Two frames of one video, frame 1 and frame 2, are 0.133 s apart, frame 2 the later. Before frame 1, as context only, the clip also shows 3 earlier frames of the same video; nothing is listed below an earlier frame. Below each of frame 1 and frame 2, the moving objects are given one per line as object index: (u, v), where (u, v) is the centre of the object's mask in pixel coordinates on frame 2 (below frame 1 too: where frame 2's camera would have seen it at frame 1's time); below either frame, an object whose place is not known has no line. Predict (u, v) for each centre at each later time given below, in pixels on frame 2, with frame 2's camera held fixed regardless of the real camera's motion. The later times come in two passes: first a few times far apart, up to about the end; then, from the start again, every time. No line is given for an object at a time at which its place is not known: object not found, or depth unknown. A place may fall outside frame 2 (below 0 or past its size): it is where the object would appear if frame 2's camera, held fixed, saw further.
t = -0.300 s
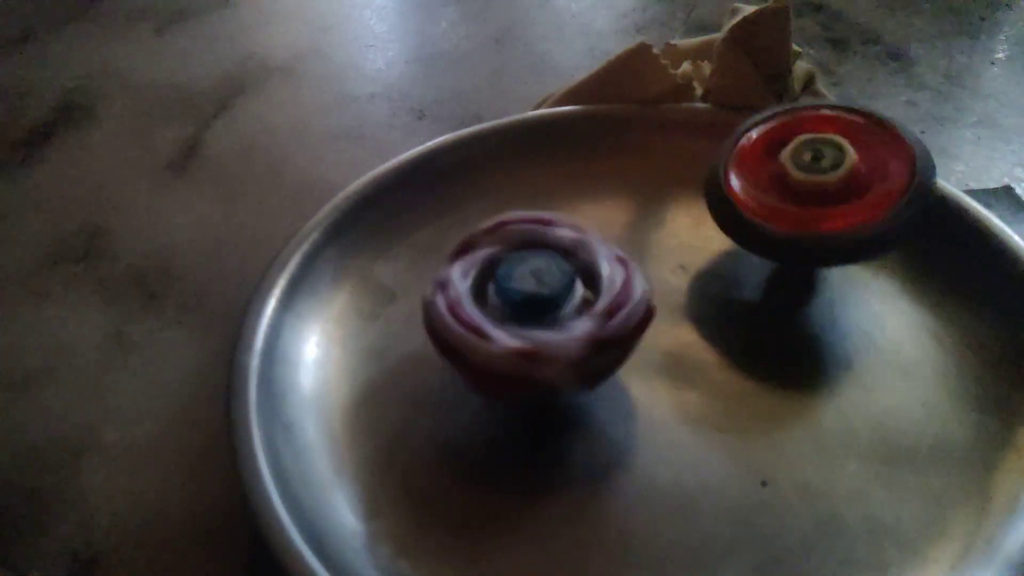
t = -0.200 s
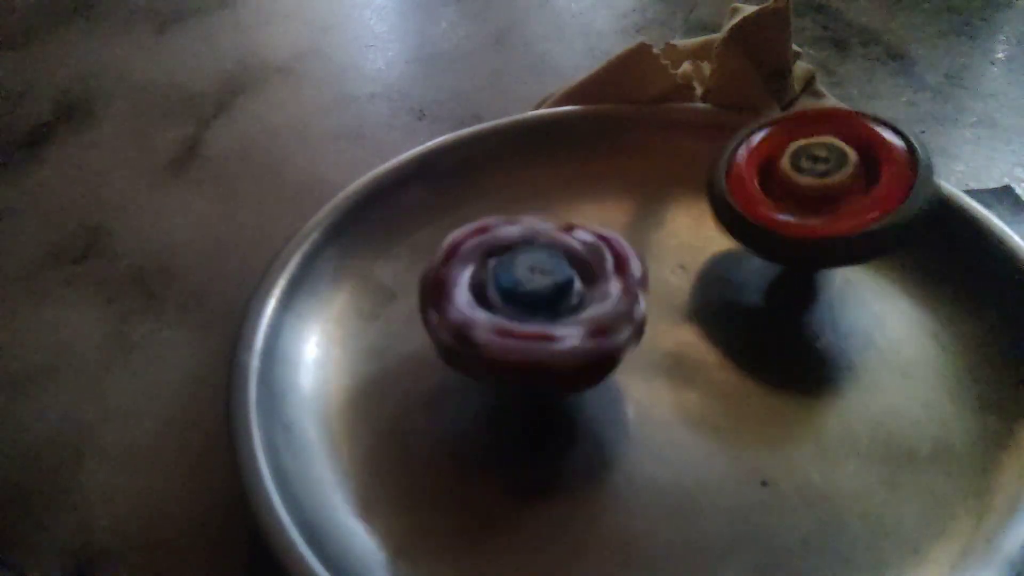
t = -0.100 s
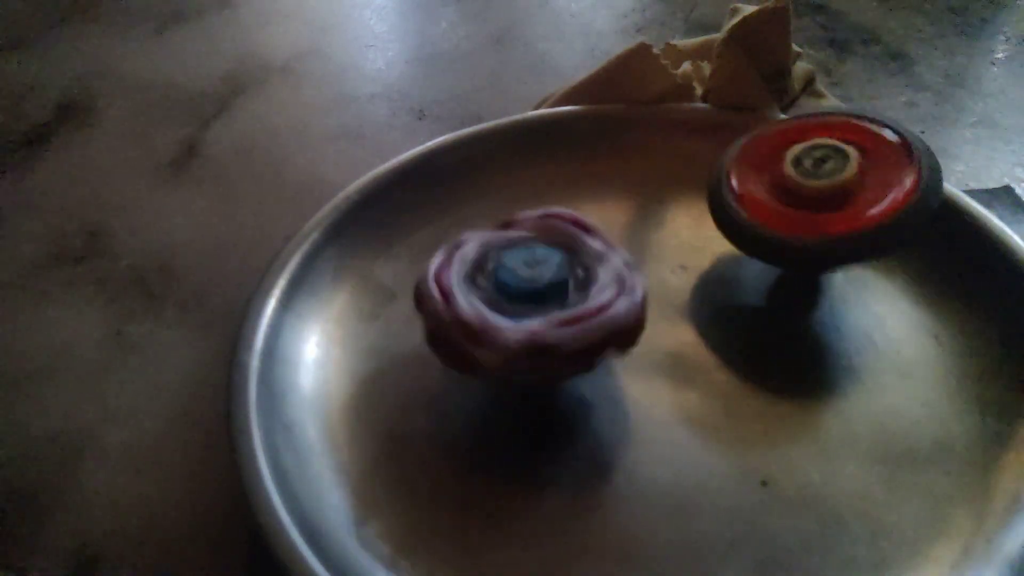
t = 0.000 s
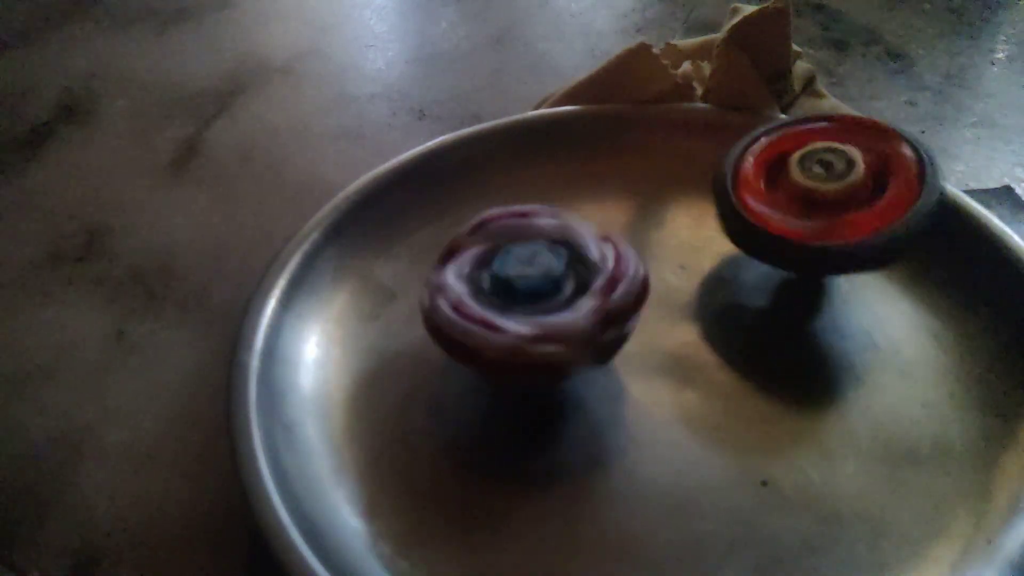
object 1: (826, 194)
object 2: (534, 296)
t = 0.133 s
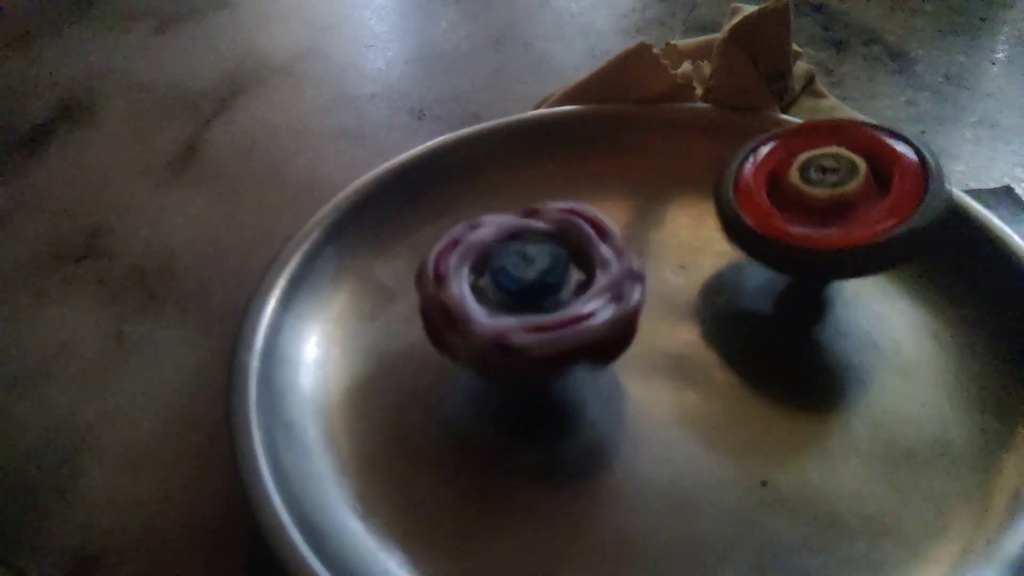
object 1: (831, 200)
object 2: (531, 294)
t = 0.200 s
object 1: (833, 202)
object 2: (531, 296)
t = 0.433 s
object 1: (839, 210)
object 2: (530, 286)
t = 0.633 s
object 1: (843, 217)
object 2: (532, 279)
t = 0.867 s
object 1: (846, 227)
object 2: (534, 268)
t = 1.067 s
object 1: (850, 236)
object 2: (539, 265)
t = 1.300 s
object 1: (852, 246)
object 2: (542, 261)
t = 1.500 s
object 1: (853, 256)
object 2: (546, 252)
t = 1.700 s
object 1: (852, 264)
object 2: (553, 244)
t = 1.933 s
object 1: (849, 274)
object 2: (561, 241)
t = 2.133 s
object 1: (847, 284)
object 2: (567, 232)
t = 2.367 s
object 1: (840, 294)
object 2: (574, 229)
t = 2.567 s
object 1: (833, 305)
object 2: (584, 223)
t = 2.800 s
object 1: (825, 314)
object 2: (599, 219)
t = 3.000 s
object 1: (818, 321)
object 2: (609, 220)
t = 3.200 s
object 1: (807, 331)
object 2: (618, 215)
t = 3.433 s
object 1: (794, 341)
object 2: (630, 215)
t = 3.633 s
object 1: (788, 352)
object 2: (642, 211)
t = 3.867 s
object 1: (800, 390)
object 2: (641, 195)
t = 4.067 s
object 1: (803, 416)
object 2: (640, 187)
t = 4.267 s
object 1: (799, 436)
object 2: (640, 183)
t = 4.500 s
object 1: (787, 449)
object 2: (643, 173)
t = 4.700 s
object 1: (773, 457)
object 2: (644, 166)
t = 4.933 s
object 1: (755, 467)
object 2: (643, 160)
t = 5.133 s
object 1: (741, 472)
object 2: (645, 154)
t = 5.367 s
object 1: (722, 476)
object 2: (648, 145)
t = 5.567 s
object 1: (707, 480)
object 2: (653, 142)
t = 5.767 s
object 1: (690, 481)
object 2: (657, 138)
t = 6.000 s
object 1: (666, 484)
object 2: (664, 137)
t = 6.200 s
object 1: (649, 484)
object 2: (674, 134)
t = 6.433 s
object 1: (627, 484)
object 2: (682, 138)
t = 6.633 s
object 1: (610, 483)
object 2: (686, 140)
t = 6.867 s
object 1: (587, 480)
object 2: (689, 148)
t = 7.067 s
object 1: (568, 478)
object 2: (689, 148)
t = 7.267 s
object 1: (553, 472)
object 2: (690, 159)
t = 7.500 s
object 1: (534, 464)
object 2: (691, 157)
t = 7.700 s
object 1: (520, 458)
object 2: (688, 160)
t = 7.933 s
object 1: (504, 448)
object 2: (689, 165)
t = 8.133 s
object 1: (490, 439)
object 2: (690, 170)
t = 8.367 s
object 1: (480, 424)
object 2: (690, 176)
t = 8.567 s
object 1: (472, 412)
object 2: (690, 184)
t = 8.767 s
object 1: (463, 403)
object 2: (691, 197)
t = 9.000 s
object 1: (456, 391)
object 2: (690, 200)
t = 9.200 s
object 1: (450, 378)
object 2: (688, 209)
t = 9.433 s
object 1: (450, 365)
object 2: (689, 221)
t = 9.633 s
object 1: (450, 354)
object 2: (684, 231)
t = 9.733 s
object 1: (448, 348)
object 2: (688, 233)
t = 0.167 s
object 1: (831, 201)
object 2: (530, 296)
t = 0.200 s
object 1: (833, 202)
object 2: (531, 296)
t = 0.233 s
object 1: (832, 202)
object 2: (533, 295)
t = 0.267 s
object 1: (834, 203)
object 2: (535, 293)
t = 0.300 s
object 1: (835, 205)
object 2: (534, 289)
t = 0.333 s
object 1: (834, 206)
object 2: (534, 288)
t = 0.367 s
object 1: (837, 208)
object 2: (532, 287)
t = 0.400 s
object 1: (837, 208)
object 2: (530, 286)
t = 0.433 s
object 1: (839, 210)
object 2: (530, 286)
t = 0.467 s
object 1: (840, 212)
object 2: (530, 286)
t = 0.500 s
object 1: (839, 213)
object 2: (531, 286)
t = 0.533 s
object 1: (840, 213)
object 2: (533, 284)
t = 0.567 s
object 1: (841, 214)
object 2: (532, 281)
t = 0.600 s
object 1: (842, 215)
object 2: (533, 280)
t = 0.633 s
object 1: (843, 217)
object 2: (532, 279)
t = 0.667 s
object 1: (843, 219)
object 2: (529, 278)
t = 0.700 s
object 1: (844, 220)
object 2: (530, 277)
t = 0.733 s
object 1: (845, 221)
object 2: (531, 276)
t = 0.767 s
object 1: (846, 223)
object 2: (533, 276)
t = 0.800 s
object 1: (847, 225)
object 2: (535, 275)
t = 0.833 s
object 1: (846, 226)
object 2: (536, 271)
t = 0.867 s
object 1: (846, 227)
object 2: (534, 268)
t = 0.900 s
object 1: (847, 228)
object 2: (535, 271)
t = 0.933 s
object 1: (848, 230)
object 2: (534, 265)
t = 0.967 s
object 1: (848, 230)
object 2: (533, 266)
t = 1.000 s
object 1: (849, 233)
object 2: (535, 266)
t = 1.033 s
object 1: (849, 235)
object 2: (537, 266)
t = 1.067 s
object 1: (850, 236)
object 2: (539, 265)
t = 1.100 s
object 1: (851, 237)
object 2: (541, 261)
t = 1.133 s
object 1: (852, 239)
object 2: (541, 261)
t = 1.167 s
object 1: (851, 240)
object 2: (542, 262)
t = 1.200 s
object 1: (851, 242)
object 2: (540, 264)
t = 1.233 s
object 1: (851, 243)
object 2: (539, 262)
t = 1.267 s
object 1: (852, 243)
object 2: (541, 261)
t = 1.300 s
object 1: (852, 246)
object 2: (542, 261)
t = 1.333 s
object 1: (853, 247)
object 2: (544, 260)
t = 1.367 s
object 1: (852, 249)
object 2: (547, 257)
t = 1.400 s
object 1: (853, 251)
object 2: (547, 252)
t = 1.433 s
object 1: (854, 251)
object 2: (547, 252)
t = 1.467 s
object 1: (854, 254)
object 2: (546, 254)
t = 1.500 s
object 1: (853, 256)
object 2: (546, 252)
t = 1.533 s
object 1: (852, 257)
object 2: (546, 250)
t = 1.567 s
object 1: (852, 258)
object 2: (548, 250)
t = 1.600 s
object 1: (853, 258)
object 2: (550, 250)
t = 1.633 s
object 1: (853, 260)
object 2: (552, 248)
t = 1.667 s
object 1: (854, 262)
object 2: (553, 246)
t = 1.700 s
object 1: (852, 264)
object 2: (553, 244)
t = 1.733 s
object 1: (852, 266)
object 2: (553, 245)
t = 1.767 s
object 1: (852, 267)
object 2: (553, 243)
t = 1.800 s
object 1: (852, 269)
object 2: (551, 245)
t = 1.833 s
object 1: (852, 271)
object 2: (554, 244)
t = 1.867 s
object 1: (850, 272)
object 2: (556, 244)
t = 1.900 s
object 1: (849, 274)
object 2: (558, 243)
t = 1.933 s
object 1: (849, 274)
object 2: (561, 241)
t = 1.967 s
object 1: (850, 275)
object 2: (562, 236)
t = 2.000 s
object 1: (850, 277)
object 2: (562, 236)
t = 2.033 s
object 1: (848, 280)
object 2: (563, 235)
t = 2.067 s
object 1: (847, 282)
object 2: (564, 234)
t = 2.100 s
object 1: (847, 283)
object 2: (565, 233)
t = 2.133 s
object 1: (847, 284)
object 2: (567, 232)
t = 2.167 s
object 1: (846, 286)
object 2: (569, 234)
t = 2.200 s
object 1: (844, 288)
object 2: (570, 230)
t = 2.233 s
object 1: (842, 289)
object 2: (572, 229)
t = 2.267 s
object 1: (842, 290)
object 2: (573, 228)
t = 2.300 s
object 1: (842, 290)
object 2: (573, 228)
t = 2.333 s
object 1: (842, 292)
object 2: (574, 227)
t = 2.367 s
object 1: (840, 294)
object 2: (574, 229)
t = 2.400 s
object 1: (839, 297)
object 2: (576, 228)
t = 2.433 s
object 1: (838, 298)
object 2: (579, 229)
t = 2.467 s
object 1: (838, 299)
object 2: (580, 225)
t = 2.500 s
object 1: (837, 301)
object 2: (582, 224)
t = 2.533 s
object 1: (834, 303)
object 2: (583, 222)
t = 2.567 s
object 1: (833, 305)
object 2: (584, 223)
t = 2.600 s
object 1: (831, 305)
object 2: (585, 223)
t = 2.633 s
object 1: (831, 306)
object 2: (587, 222)
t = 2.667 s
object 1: (831, 307)
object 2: (589, 221)
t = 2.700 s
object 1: (829, 310)
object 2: (591, 224)
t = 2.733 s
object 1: (828, 312)
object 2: (595, 224)
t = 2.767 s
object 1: (826, 313)
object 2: (598, 223)
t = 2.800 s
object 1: (825, 314)
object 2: (599, 219)
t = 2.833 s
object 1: (825, 316)
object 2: (600, 219)
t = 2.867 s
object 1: (822, 317)
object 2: (601, 220)
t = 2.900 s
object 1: (820, 319)
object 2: (603, 219)
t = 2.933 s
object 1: (818, 320)
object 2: (603, 221)
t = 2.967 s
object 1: (817, 320)
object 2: (607, 218)
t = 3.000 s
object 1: (818, 321)
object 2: (609, 220)
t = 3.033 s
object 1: (816, 323)
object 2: (612, 216)
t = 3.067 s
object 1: (814, 326)
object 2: (613, 215)
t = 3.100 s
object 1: (811, 327)
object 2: (615, 215)
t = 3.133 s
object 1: (811, 328)
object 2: (615, 216)
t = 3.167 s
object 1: (810, 330)
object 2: (617, 215)
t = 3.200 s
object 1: (807, 331)
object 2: (618, 215)
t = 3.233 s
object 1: (804, 333)
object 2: (620, 215)
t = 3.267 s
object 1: (801, 334)
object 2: (622, 216)
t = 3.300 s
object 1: (801, 334)
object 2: (624, 215)
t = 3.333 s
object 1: (801, 335)
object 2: (626, 214)
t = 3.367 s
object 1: (799, 337)
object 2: (627, 213)
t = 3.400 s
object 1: (796, 339)
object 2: (628, 215)
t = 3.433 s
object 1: (794, 341)
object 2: (630, 215)
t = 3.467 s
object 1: (792, 341)
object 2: (631, 214)
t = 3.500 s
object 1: (793, 342)
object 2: (634, 215)
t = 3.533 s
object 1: (790, 344)
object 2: (636, 217)
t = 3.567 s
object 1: (789, 344)
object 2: (639, 218)
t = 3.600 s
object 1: (787, 346)
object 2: (642, 216)
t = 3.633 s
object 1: (788, 352)
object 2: (642, 211)
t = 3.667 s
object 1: (790, 357)
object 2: (640, 208)
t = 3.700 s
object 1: (793, 363)
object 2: (640, 207)
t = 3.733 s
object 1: (793, 370)
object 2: (640, 203)
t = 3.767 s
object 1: (796, 375)
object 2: (640, 201)
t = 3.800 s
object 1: (797, 380)
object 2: (640, 198)
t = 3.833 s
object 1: (800, 385)
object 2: (640, 198)
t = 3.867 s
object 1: (800, 390)
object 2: (641, 195)
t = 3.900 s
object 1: (799, 395)
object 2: (641, 193)
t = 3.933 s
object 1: (801, 401)
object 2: (641, 191)
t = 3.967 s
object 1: (801, 404)
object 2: (639, 190)
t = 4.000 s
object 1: (803, 407)
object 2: (640, 189)
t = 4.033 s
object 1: (804, 411)
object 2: (640, 188)
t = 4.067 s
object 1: (803, 416)
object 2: (640, 187)
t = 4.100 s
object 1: (804, 419)
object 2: (639, 186)
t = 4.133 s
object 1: (803, 424)
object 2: (640, 186)
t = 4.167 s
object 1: (803, 426)
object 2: (641, 185)
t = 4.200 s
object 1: (803, 429)
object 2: (641, 183)
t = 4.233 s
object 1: (800, 433)
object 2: (640, 182)
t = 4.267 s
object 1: (799, 436)
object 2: (640, 183)
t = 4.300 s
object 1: (797, 438)
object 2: (641, 181)
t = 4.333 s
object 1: (797, 439)
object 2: (641, 180)
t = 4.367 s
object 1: (796, 442)
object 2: (641, 180)
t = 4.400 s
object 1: (794, 444)
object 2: (641, 179)
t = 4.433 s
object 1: (791, 447)
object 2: (642, 177)
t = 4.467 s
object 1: (788, 449)
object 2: (643, 175)
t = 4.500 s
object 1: (787, 449)
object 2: (643, 173)
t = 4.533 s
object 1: (785, 452)
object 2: (642, 172)
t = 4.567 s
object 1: (782, 453)
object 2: (643, 171)
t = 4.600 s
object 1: (778, 455)
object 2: (643, 169)
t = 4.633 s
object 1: (776, 456)
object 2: (643, 168)
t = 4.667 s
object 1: (775, 455)
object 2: (643, 168)
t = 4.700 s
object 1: (773, 457)
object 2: (644, 166)
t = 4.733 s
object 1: (772, 459)
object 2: (645, 164)
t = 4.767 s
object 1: (769, 460)
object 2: (644, 161)
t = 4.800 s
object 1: (767, 463)
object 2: (644, 160)
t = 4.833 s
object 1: (763, 463)
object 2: (644, 161)
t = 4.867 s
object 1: (763, 464)
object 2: (644, 159)
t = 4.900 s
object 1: (762, 464)
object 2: (644, 158)
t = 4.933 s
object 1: (755, 467)
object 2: (643, 160)
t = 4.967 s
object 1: (752, 468)
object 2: (643, 159)
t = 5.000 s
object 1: (750, 468)
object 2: (646, 160)
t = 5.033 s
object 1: (749, 469)
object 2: (647, 158)
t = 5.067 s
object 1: (747, 471)
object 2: (645, 154)
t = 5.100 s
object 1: (743, 471)
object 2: (645, 155)
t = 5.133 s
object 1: (741, 472)
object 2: (645, 154)
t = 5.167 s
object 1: (738, 472)
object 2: (646, 152)
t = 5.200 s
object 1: (736, 474)
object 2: (646, 152)
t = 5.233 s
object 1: (734, 474)
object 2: (645, 155)
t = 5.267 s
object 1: (730, 474)
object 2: (646, 153)
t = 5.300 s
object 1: (726, 477)
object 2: (649, 151)
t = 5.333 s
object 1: (723, 476)
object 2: (648, 146)
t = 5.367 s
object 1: (722, 476)
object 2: (648, 145)
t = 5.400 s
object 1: (720, 477)
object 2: (650, 146)
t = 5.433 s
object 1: (718, 477)
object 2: (651, 145)
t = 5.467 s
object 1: (714, 479)
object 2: (652, 144)
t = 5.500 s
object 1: (711, 478)
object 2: (651, 143)
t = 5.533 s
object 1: (709, 479)
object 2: (652, 143)
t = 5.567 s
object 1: (707, 480)
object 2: (653, 142)
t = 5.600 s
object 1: (704, 480)
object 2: (654, 140)
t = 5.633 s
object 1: (699, 480)
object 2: (655, 137)
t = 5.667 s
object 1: (696, 481)
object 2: (654, 139)
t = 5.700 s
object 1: (693, 481)
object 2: (655, 141)
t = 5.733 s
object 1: (691, 482)
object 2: (657, 140)
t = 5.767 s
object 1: (690, 481)
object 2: (657, 138)
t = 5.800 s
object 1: (684, 481)
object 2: (657, 138)
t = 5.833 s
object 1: (683, 482)
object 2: (658, 135)
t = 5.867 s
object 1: (680, 483)
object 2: (658, 137)
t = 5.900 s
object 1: (677, 483)
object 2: (658, 135)
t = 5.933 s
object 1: (675, 483)
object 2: (660, 135)
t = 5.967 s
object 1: (670, 483)
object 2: (662, 137)
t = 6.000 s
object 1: (666, 484)
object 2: (664, 137)
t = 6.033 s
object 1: (663, 484)
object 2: (666, 137)
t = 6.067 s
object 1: (661, 484)
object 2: (666, 136)
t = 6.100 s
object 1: (659, 484)
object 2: (667, 136)
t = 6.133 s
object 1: (656, 483)
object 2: (670, 135)
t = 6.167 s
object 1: (652, 484)
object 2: (672, 133)
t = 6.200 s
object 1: (649, 484)
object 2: (674, 134)
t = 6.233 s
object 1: (647, 484)
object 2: (676, 134)
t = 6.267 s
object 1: (644, 484)
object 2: (678, 137)
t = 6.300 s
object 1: (641, 484)
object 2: (680, 138)
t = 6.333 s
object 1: (636, 484)
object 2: (683, 137)
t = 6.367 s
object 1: (633, 485)
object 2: (680, 138)
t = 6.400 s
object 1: (630, 484)
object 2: (681, 138)
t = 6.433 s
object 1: (627, 484)
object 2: (682, 138)
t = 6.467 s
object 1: (625, 483)
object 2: (683, 135)
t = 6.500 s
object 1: (620, 483)
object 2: (683, 136)
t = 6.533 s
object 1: (618, 484)
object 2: (684, 140)
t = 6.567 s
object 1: (616, 483)
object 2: (685, 142)
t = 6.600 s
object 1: (612, 484)
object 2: (684, 145)
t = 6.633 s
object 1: (610, 483)
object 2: (686, 140)
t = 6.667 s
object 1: (605, 482)
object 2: (686, 142)
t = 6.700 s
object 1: (601, 482)
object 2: (686, 148)
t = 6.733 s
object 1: (598, 481)
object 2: (688, 147)
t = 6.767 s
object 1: (597, 482)
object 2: (688, 141)
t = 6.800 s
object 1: (594, 481)
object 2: (687, 143)
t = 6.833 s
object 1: (591, 480)
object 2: (688, 146)
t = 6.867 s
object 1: (587, 480)
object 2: (689, 148)
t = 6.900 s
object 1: (585, 479)
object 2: (690, 146)
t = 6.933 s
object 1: (582, 479)
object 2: (689, 146)
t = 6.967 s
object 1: (580, 479)
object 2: (689, 146)
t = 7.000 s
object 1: (577, 478)
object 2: (689, 147)
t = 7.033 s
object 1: (571, 477)
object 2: (690, 146)
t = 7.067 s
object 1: (568, 478)
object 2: (689, 148)
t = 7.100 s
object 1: (566, 476)
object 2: (689, 150)
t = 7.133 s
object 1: (563, 476)
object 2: (690, 153)
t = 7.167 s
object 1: (561, 473)
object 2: (691, 153)
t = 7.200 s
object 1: (558, 474)
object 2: (691, 153)
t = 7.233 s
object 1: (556, 473)
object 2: (691, 155)
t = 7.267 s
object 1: (553, 472)
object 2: (690, 159)
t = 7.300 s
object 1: (551, 471)
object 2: (692, 160)
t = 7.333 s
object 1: (548, 471)
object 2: (692, 154)
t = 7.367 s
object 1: (544, 470)
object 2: (691, 156)
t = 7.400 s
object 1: (539, 469)
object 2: (691, 155)
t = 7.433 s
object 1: (537, 465)
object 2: (692, 157)
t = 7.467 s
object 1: (536, 465)
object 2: (693, 158)
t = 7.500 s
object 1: (534, 464)
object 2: (691, 157)
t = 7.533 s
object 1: (531, 463)
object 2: (690, 155)
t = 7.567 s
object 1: (527, 462)
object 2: (690, 157)
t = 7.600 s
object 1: (526, 464)
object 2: (691, 155)
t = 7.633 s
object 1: (524, 461)
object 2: (689, 156)
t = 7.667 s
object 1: (522, 461)
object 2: (687, 156)
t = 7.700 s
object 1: (520, 458)
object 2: (688, 160)
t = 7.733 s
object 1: (516, 457)
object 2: (688, 162)
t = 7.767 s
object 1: (514, 458)
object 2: (688, 163)
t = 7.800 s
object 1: (511, 453)
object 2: (687, 163)
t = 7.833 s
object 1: (510, 451)
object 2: (685, 167)
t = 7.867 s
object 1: (508, 448)
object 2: (688, 170)
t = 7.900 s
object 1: (505, 448)
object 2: (690, 169)
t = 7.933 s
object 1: (504, 448)
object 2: (689, 165)
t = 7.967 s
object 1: (501, 446)
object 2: (689, 165)
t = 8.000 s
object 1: (500, 444)
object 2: (690, 168)
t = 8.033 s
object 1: (498, 442)
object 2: (690, 169)
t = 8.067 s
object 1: (494, 441)
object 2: (690, 169)
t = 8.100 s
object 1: (492, 441)
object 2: (690, 169)
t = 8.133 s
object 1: (490, 439)
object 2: (690, 170)
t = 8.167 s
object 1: (488, 435)
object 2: (691, 171)
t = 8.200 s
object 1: (488, 432)
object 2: (691, 171)
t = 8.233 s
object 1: (486, 431)
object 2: (690, 170)
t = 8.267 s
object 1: (484, 431)
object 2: (689, 172)
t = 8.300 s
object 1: (482, 429)
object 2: (690, 174)
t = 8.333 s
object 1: (480, 427)
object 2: (689, 175)
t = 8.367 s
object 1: (480, 424)
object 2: (690, 176)
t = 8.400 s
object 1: (479, 423)
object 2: (690, 176)
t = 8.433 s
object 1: (475, 422)
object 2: (690, 179)
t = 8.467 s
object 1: (473, 421)
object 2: (690, 181)
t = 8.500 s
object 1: (471, 417)
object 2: (690, 181)
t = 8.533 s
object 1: (471, 415)
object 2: (690, 182)
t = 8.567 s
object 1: (472, 412)
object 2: (690, 184)
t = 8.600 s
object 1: (468, 411)
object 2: (689, 187)
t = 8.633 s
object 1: (466, 411)
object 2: (689, 187)
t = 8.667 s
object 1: (465, 409)
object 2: (689, 189)
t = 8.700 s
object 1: (464, 407)
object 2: (690, 189)
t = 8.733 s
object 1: (464, 404)
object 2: (689, 194)
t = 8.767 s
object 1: (463, 403)
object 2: (691, 197)
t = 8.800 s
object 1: (460, 403)
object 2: (691, 193)
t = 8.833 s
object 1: (459, 401)
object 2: (691, 194)
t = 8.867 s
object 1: (457, 397)
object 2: (690, 196)
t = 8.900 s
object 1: (458, 394)
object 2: (689, 198)
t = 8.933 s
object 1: (459, 392)
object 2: (690, 198)
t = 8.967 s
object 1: (456, 392)
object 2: (690, 199)
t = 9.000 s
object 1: (456, 391)
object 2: (690, 200)
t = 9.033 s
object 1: (454, 389)
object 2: (689, 206)
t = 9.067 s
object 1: (454, 387)
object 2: (690, 203)
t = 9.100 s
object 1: (455, 385)
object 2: (690, 205)
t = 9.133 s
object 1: (453, 383)
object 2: (690, 205)
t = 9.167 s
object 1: (451, 383)
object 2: (689, 207)
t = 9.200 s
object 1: (450, 378)
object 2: (688, 209)
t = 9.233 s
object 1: (450, 376)
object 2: (688, 210)
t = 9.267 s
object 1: (452, 373)
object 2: (688, 210)
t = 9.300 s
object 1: (451, 372)
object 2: (686, 215)
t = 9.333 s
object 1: (449, 371)
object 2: (687, 218)
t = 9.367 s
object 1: (448, 369)
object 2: (688, 220)
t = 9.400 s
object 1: (449, 367)
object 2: (689, 221)
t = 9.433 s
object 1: (450, 365)
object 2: (689, 221)
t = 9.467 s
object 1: (449, 364)
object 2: (684, 220)
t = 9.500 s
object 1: (448, 362)
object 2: (684, 222)
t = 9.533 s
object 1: (447, 360)
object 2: (684, 223)
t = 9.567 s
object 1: (447, 357)
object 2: (684, 224)
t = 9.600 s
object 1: (448, 355)
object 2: (683, 229)
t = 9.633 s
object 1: (450, 354)
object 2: (684, 231)
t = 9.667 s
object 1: (449, 353)
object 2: (685, 233)
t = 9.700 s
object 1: (448, 351)
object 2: (686, 233)
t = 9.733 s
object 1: (448, 348)
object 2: (688, 233)
